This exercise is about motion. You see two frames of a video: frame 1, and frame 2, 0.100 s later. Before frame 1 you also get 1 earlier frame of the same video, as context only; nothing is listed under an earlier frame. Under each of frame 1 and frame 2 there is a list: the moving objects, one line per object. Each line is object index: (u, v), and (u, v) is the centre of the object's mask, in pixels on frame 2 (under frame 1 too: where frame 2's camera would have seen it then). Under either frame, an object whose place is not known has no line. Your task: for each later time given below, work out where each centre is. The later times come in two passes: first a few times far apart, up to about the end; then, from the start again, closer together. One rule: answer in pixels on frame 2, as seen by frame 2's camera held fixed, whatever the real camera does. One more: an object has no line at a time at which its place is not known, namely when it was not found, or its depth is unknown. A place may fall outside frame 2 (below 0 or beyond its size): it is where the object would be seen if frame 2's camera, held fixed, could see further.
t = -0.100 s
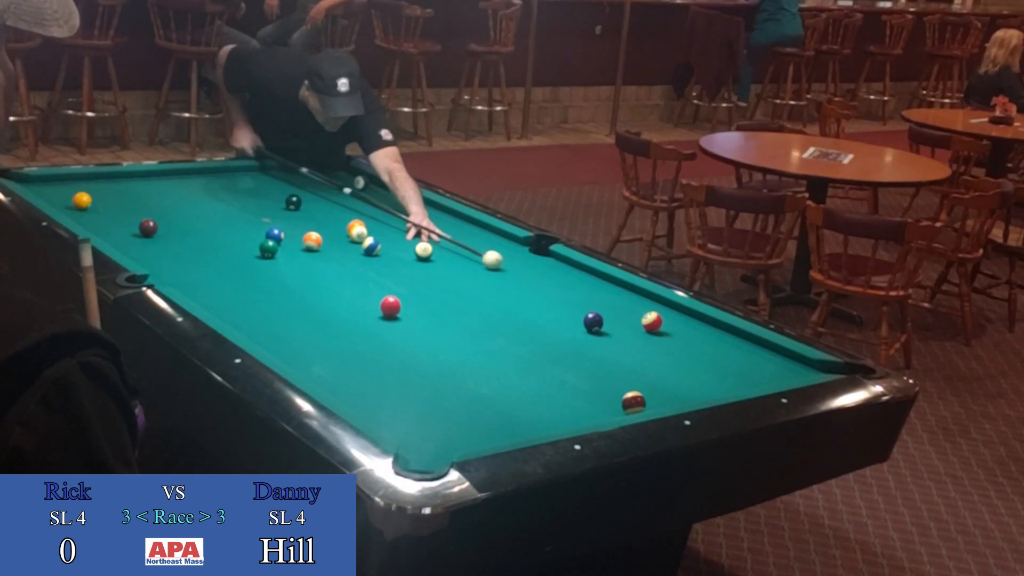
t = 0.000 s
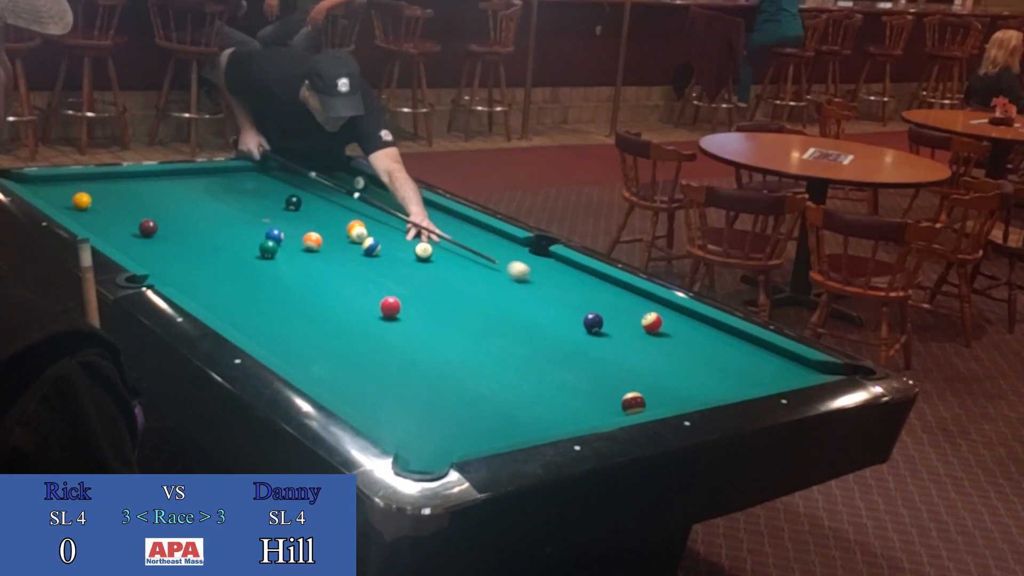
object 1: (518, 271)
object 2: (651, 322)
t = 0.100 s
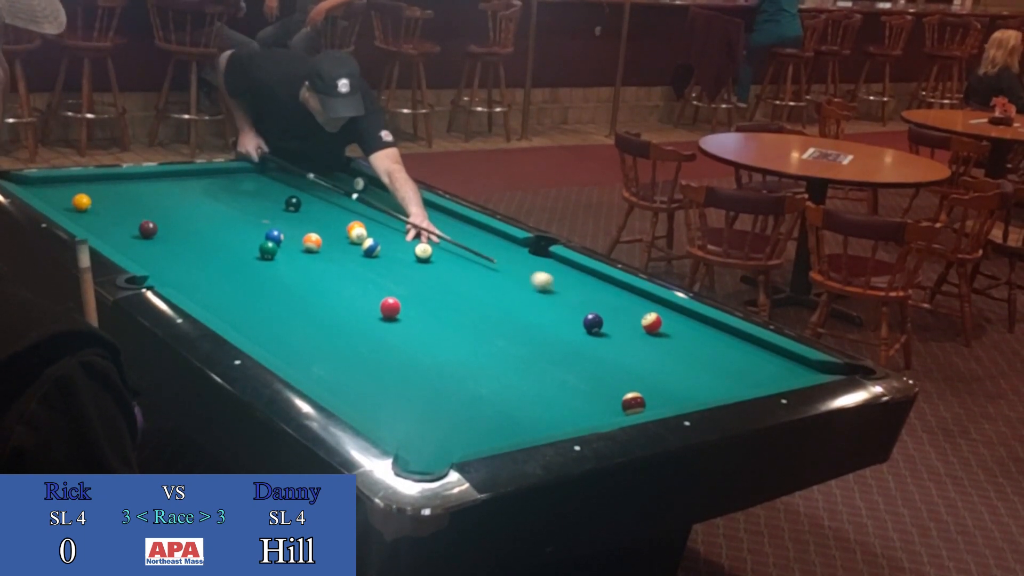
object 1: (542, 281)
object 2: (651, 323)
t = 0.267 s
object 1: (582, 297)
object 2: (652, 322)
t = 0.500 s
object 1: (632, 319)
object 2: (661, 324)
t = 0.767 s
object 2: (719, 338)
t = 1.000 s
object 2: (768, 350)
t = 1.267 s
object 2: (802, 364)
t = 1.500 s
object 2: (817, 370)
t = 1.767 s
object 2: (813, 367)
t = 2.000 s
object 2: (809, 364)
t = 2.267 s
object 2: (802, 364)
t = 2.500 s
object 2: (799, 363)
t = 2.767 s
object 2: (796, 363)
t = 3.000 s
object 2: (796, 363)
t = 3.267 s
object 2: (797, 363)
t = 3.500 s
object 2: (796, 363)
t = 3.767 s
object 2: (796, 363)
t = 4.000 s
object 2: (796, 363)
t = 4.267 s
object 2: (797, 363)
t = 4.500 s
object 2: (797, 363)
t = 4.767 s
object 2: (796, 363)
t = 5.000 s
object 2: (797, 363)
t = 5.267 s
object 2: (796, 363)
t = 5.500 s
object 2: (796, 363)
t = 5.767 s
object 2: (796, 363)
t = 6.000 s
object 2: (796, 363)
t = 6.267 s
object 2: (796, 363)
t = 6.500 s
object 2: (796, 363)
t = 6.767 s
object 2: (796, 363)
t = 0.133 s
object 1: (550, 284)
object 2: (651, 323)
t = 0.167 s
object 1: (558, 287)
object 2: (652, 322)
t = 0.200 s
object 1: (565, 290)
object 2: (652, 322)
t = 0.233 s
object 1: (574, 294)
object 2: (651, 322)
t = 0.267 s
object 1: (582, 297)
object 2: (652, 322)
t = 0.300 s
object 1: (590, 300)
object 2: (651, 322)
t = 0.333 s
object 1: (599, 303)
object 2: (651, 322)
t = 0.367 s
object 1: (607, 307)
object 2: (651, 322)
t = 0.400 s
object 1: (615, 311)
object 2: (651, 323)
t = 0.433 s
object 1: (624, 314)
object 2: (651, 322)
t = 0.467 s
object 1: (631, 317)
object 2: (652, 323)
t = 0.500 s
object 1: (632, 319)
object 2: (661, 324)
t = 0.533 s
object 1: (631, 320)
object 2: (670, 327)
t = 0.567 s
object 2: (678, 329)
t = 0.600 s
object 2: (685, 331)
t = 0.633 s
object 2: (691, 332)
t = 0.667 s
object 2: (698, 333)
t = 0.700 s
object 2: (706, 335)
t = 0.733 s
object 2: (712, 337)
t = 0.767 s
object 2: (719, 338)
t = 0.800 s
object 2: (726, 340)
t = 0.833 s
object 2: (733, 342)
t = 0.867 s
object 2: (741, 344)
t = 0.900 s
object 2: (748, 346)
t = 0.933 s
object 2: (755, 347)
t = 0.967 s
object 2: (761, 349)
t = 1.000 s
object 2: (768, 350)
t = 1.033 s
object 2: (775, 351)
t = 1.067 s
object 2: (782, 354)
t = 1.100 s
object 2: (788, 355)
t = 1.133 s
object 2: (791, 357)
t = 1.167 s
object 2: (794, 359)
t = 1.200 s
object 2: (797, 361)
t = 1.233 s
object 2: (800, 363)
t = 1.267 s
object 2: (802, 364)
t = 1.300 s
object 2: (805, 366)
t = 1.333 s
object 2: (808, 367)
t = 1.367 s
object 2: (810, 368)
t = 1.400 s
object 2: (813, 369)
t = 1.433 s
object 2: (816, 370)
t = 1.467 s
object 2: (817, 371)
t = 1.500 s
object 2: (817, 370)
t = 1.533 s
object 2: (816, 370)
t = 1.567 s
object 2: (815, 369)
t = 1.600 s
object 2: (815, 369)
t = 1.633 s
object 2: (815, 368)
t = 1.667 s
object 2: (814, 368)
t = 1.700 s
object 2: (814, 367)
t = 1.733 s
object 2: (813, 367)
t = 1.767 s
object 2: (813, 367)
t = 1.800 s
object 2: (812, 366)
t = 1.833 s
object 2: (812, 366)
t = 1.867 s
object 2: (812, 365)
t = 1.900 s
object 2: (811, 365)
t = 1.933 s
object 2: (810, 364)
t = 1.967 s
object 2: (810, 364)
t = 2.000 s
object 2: (809, 364)
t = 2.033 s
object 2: (808, 364)
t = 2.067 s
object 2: (807, 364)
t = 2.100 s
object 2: (806, 364)
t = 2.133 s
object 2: (805, 364)
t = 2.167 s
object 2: (804, 364)
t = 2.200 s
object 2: (804, 364)
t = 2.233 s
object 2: (803, 364)
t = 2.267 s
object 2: (802, 364)
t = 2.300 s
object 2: (802, 364)
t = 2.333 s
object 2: (801, 364)
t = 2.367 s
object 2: (801, 364)
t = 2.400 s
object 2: (800, 364)
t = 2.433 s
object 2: (800, 364)
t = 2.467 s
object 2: (799, 364)
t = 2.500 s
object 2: (799, 363)
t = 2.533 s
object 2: (798, 363)
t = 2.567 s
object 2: (798, 364)
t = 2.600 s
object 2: (798, 363)
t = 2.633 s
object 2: (797, 364)
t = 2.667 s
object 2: (797, 364)
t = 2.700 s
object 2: (797, 364)
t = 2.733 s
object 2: (797, 363)
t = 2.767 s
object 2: (796, 363)
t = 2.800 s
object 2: (796, 363)
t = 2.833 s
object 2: (796, 363)
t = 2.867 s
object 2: (796, 363)
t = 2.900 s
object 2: (796, 363)
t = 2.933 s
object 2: (796, 363)
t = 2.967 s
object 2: (796, 363)
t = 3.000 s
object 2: (796, 363)
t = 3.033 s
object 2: (796, 363)
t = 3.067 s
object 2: (797, 363)
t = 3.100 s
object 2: (797, 363)
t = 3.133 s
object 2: (797, 363)
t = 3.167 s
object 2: (797, 363)
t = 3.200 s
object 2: (796, 363)
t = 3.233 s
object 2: (796, 363)
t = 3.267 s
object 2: (797, 363)
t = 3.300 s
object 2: (797, 363)
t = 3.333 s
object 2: (796, 363)
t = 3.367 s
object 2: (796, 363)
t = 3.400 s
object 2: (796, 363)
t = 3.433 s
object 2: (796, 363)
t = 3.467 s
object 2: (796, 363)
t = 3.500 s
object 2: (796, 363)
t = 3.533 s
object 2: (797, 363)
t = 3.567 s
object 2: (797, 363)
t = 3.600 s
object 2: (796, 363)
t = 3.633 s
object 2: (796, 363)
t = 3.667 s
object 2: (796, 363)
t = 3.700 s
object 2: (797, 363)
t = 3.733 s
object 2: (797, 363)
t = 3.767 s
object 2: (796, 363)
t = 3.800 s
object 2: (796, 363)
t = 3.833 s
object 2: (796, 363)
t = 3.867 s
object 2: (796, 363)
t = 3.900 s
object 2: (796, 363)
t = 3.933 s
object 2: (796, 363)
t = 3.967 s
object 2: (797, 363)
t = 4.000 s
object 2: (796, 363)
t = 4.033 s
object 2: (796, 363)
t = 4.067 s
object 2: (797, 363)
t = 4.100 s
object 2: (797, 363)
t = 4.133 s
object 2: (796, 363)
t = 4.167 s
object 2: (796, 363)
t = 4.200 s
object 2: (796, 363)
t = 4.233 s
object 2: (797, 363)
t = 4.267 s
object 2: (797, 363)
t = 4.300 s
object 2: (796, 363)
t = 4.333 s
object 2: (796, 363)
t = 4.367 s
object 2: (796, 363)
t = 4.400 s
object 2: (796, 363)
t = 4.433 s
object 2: (796, 363)
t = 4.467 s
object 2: (796, 363)
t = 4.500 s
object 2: (797, 363)
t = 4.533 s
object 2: (797, 363)
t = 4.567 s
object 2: (797, 363)
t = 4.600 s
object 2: (797, 363)
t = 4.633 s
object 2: (797, 363)
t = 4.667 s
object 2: (797, 363)
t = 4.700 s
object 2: (797, 363)
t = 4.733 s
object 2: (797, 363)
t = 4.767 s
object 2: (796, 363)
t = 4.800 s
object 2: (797, 363)
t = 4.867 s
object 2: (797, 363)
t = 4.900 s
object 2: (797, 363)
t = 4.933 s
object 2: (797, 363)
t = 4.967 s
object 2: (797, 363)
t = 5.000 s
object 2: (797, 363)
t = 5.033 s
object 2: (796, 363)
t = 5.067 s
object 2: (796, 363)
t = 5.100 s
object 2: (796, 363)
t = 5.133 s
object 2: (797, 363)
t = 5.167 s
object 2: (797, 363)
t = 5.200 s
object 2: (796, 363)
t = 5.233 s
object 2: (796, 363)
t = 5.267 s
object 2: (796, 363)
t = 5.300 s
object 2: (796, 363)
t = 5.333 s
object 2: (796, 363)
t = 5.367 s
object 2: (796, 363)
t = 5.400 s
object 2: (796, 363)
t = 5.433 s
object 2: (796, 363)
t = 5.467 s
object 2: (796, 363)
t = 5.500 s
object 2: (796, 363)
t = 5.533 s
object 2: (797, 363)
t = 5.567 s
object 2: (796, 363)
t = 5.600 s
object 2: (796, 363)
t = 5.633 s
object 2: (796, 363)
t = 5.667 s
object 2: (796, 363)
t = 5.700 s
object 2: (796, 363)
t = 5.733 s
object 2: (796, 363)
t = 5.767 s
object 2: (796, 363)
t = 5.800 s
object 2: (796, 363)
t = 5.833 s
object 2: (796, 363)
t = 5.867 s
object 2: (797, 363)
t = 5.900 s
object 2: (796, 363)
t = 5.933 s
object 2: (797, 363)
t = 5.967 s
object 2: (797, 363)
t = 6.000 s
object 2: (796, 363)
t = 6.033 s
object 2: (797, 363)
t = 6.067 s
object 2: (796, 363)
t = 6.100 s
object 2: (797, 363)
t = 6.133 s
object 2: (797, 363)
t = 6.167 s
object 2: (797, 363)
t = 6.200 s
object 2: (796, 363)
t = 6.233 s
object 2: (796, 363)
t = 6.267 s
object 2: (796, 363)
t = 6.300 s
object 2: (796, 363)
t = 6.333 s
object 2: (796, 363)
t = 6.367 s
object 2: (797, 363)
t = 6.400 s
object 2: (796, 363)
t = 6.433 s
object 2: (796, 363)
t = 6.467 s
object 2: (796, 363)
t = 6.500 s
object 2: (796, 363)
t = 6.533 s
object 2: (796, 363)
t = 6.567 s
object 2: (796, 363)
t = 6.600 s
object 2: (796, 363)
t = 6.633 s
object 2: (796, 363)
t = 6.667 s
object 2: (796, 363)
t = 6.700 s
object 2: (797, 363)
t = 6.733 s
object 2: (796, 363)
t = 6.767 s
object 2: (796, 363)
